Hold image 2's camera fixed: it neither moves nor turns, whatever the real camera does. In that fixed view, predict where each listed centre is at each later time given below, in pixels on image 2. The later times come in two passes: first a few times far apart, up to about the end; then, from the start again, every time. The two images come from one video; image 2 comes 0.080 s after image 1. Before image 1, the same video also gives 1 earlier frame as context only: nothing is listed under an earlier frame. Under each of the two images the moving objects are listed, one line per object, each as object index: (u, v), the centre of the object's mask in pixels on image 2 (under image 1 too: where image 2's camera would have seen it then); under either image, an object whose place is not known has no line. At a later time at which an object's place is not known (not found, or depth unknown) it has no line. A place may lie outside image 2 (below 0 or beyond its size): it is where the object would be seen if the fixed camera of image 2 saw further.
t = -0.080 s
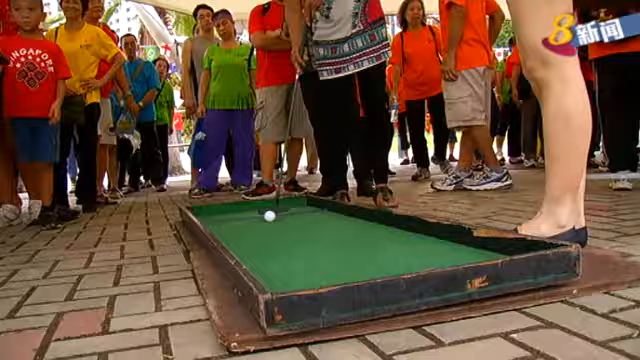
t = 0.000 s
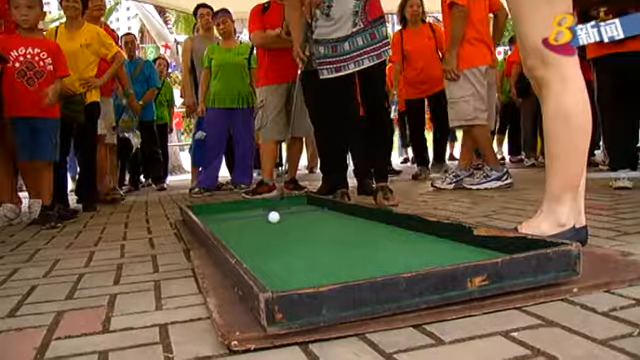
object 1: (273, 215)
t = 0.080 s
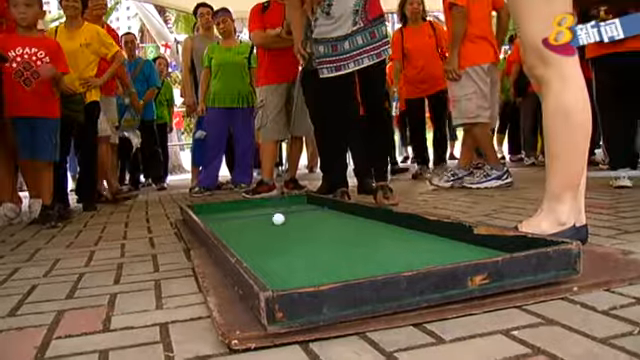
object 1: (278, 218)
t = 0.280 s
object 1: (290, 225)
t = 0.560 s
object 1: (310, 236)
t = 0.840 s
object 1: (336, 250)
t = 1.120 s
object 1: (367, 266)
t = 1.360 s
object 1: (398, 270)
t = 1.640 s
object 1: (391, 271)
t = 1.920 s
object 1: (387, 270)
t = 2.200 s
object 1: (380, 271)
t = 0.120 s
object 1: (280, 219)
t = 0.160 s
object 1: (283, 221)
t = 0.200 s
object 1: (285, 222)
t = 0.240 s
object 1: (288, 224)
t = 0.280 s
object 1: (290, 225)
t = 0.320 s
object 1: (293, 227)
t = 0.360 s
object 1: (296, 228)
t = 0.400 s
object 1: (299, 230)
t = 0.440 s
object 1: (301, 232)
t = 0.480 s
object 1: (304, 233)
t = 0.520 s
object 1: (307, 235)
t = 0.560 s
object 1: (310, 236)
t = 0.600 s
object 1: (313, 238)
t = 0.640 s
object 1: (317, 240)
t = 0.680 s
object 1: (320, 242)
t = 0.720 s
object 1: (324, 244)
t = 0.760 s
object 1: (328, 246)
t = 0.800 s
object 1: (331, 248)
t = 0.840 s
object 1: (336, 250)
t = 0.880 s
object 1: (340, 252)
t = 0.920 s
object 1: (344, 254)
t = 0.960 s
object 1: (349, 257)
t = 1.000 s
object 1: (353, 259)
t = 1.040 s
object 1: (358, 261)
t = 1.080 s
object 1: (362, 264)
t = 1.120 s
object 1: (367, 266)
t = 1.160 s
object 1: (371, 267)
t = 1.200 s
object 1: (376, 268)
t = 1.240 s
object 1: (381, 269)
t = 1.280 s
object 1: (386, 270)
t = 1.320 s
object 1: (391, 270)
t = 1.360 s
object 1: (398, 270)
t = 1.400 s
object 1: (396, 270)
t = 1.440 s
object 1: (395, 270)
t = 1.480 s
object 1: (394, 271)
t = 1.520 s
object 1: (393, 271)
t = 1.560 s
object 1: (392, 271)
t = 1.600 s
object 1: (391, 270)
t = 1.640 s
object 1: (391, 271)
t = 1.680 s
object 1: (391, 271)
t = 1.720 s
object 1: (391, 270)
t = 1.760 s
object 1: (390, 271)
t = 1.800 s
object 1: (389, 270)
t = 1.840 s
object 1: (389, 270)
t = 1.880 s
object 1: (387, 271)
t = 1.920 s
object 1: (387, 270)
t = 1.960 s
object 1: (386, 270)
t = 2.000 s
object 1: (385, 271)
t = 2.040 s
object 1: (384, 271)
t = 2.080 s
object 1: (383, 271)
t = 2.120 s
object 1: (382, 271)
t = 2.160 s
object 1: (381, 271)
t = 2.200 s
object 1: (380, 271)
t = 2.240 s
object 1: (379, 271)
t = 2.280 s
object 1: (378, 271)
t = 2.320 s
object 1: (377, 271)
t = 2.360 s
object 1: (377, 272)
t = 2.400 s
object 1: (376, 272)
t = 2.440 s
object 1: (376, 273)
